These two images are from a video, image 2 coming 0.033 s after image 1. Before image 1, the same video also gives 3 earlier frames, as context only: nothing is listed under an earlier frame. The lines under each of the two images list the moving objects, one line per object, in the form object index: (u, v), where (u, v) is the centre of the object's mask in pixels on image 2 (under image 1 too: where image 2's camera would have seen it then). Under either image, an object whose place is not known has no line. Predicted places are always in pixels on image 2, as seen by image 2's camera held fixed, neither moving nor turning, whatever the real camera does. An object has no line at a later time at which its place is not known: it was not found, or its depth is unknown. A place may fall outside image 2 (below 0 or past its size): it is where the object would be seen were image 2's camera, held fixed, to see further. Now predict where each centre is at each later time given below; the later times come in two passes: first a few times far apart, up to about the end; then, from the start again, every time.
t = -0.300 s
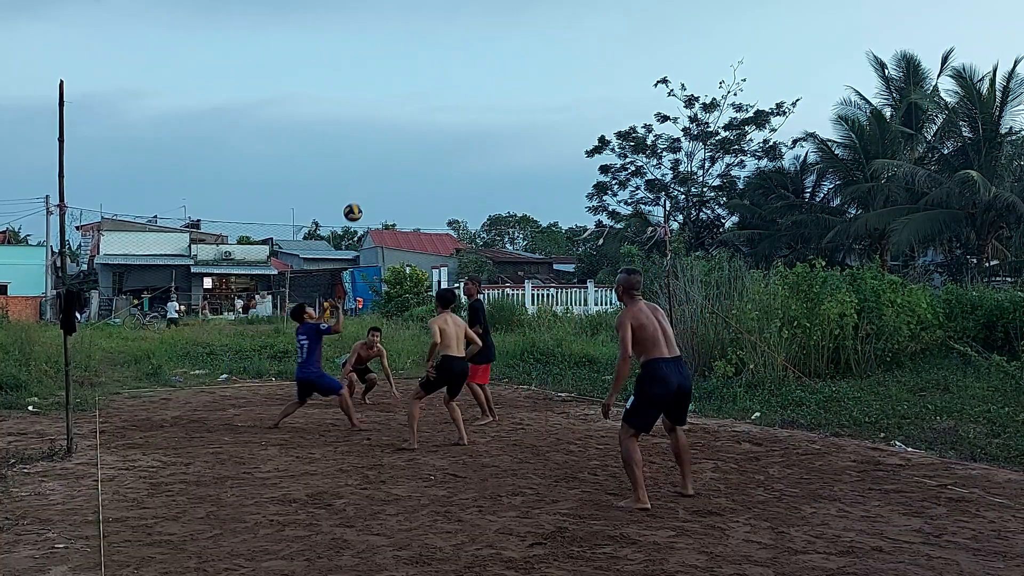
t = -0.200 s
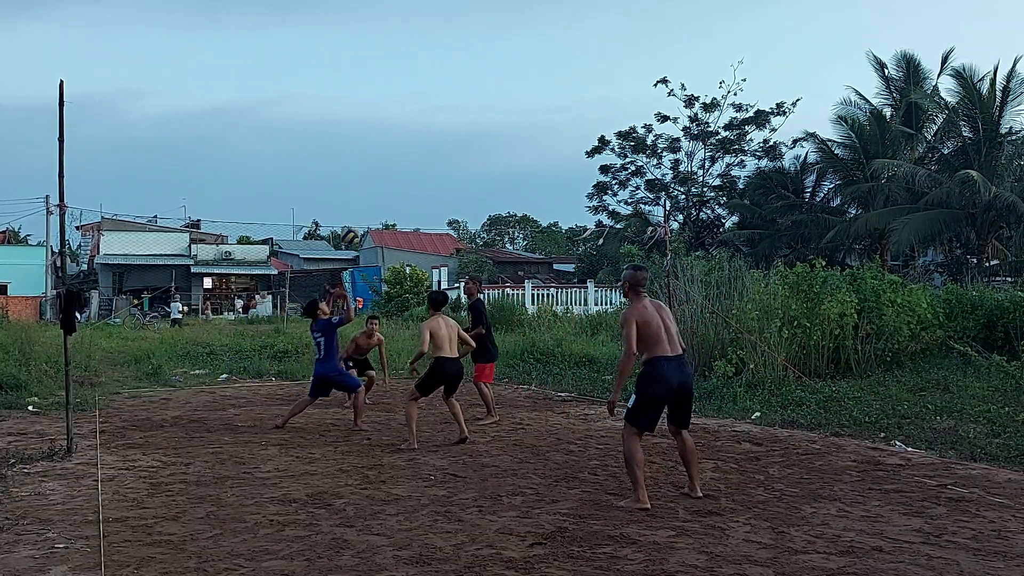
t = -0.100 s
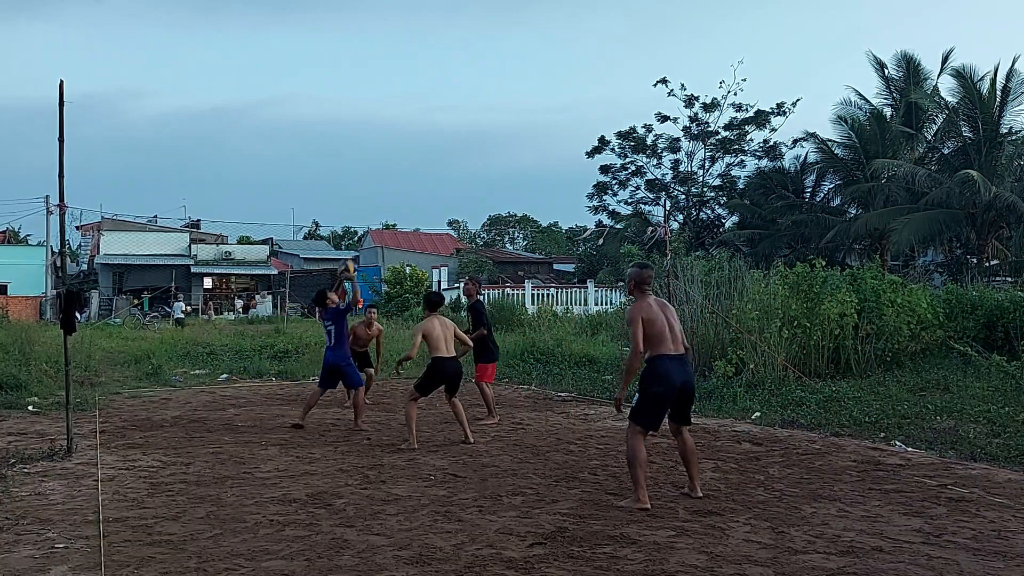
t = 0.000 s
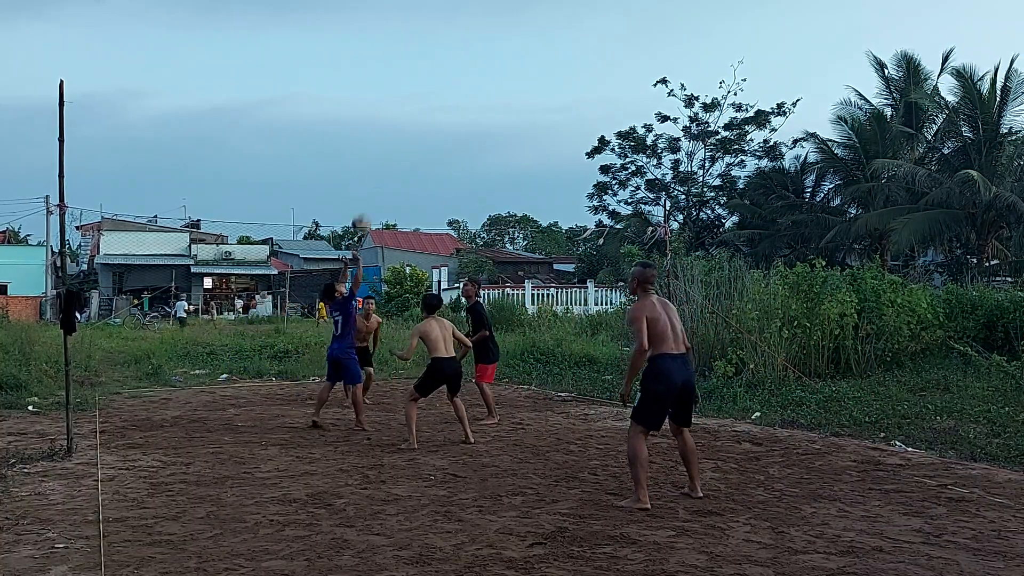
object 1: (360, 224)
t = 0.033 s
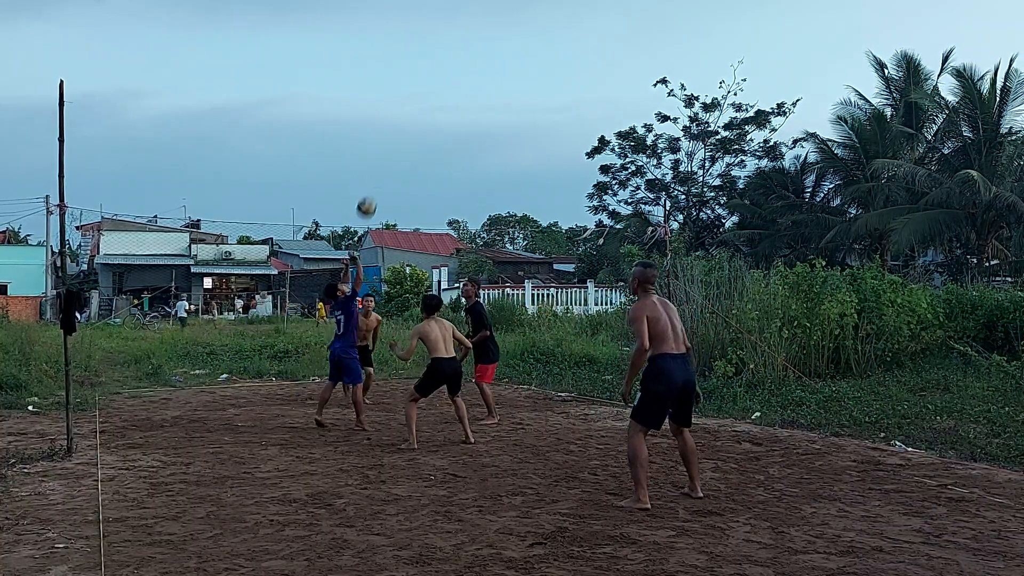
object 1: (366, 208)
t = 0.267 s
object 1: (404, 115)
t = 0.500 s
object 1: (441, 73)
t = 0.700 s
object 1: (472, 76)
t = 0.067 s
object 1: (372, 192)
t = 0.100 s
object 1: (377, 176)
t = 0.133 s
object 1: (383, 161)
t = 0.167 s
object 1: (389, 148)
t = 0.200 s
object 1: (394, 136)
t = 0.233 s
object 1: (399, 125)
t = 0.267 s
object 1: (404, 115)
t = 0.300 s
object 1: (410, 106)
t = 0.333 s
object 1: (415, 97)
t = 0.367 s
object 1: (421, 91)
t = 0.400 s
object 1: (426, 84)
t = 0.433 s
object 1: (431, 80)
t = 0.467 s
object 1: (436, 75)
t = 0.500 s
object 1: (441, 73)
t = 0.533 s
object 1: (447, 71)
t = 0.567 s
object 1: (452, 70)
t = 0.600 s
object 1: (457, 70)
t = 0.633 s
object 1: (462, 71)
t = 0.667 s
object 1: (467, 73)
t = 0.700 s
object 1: (472, 76)
